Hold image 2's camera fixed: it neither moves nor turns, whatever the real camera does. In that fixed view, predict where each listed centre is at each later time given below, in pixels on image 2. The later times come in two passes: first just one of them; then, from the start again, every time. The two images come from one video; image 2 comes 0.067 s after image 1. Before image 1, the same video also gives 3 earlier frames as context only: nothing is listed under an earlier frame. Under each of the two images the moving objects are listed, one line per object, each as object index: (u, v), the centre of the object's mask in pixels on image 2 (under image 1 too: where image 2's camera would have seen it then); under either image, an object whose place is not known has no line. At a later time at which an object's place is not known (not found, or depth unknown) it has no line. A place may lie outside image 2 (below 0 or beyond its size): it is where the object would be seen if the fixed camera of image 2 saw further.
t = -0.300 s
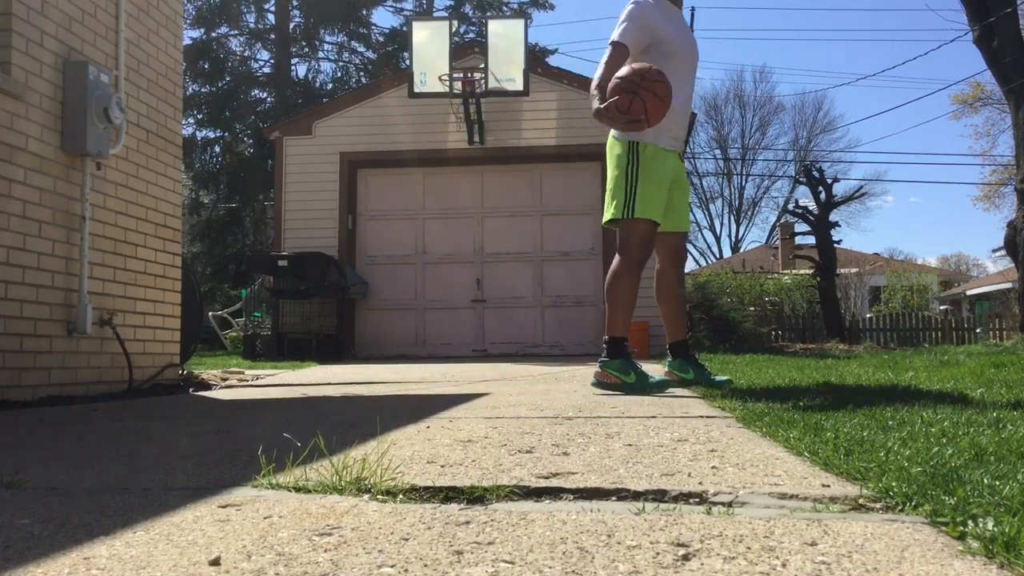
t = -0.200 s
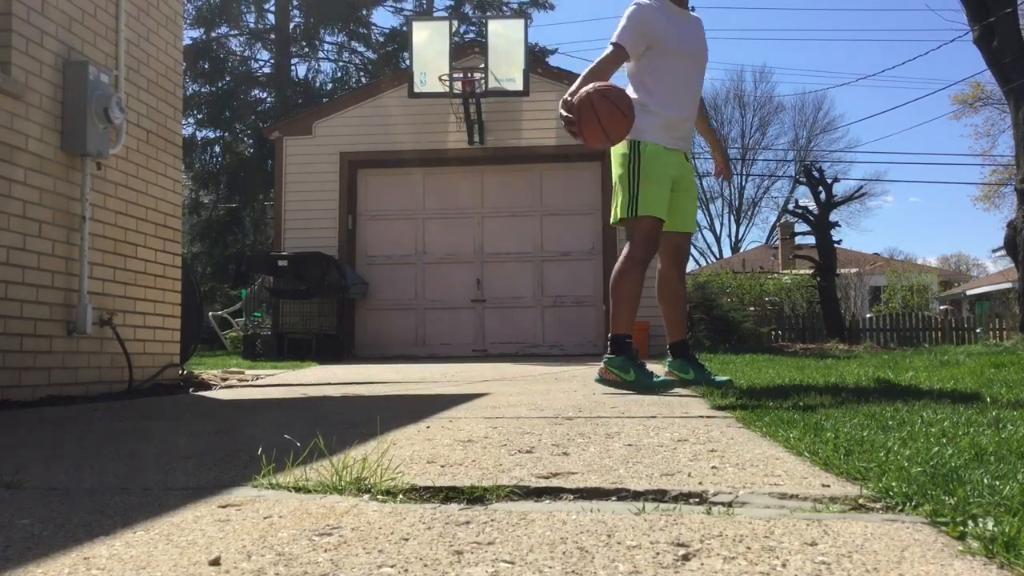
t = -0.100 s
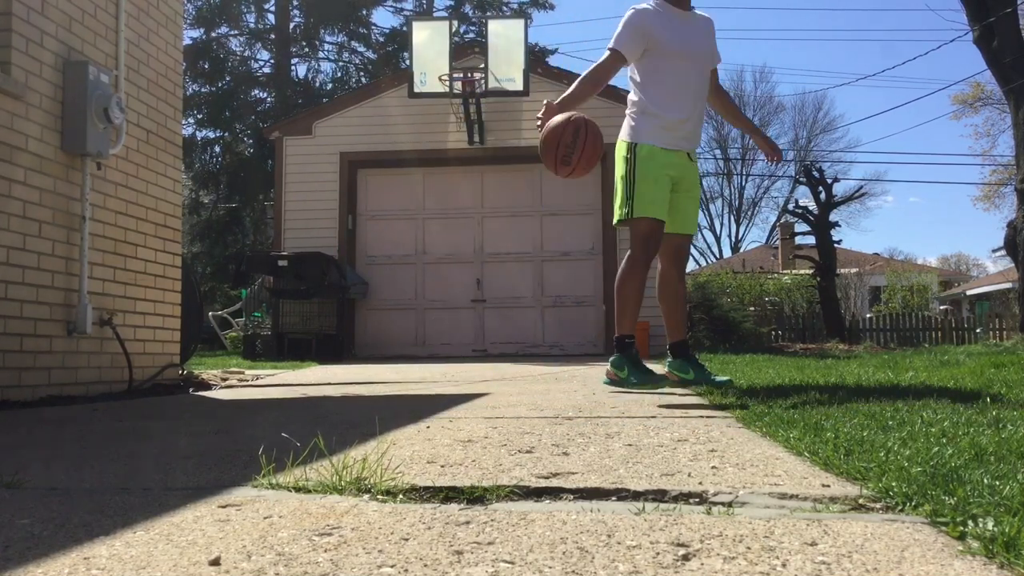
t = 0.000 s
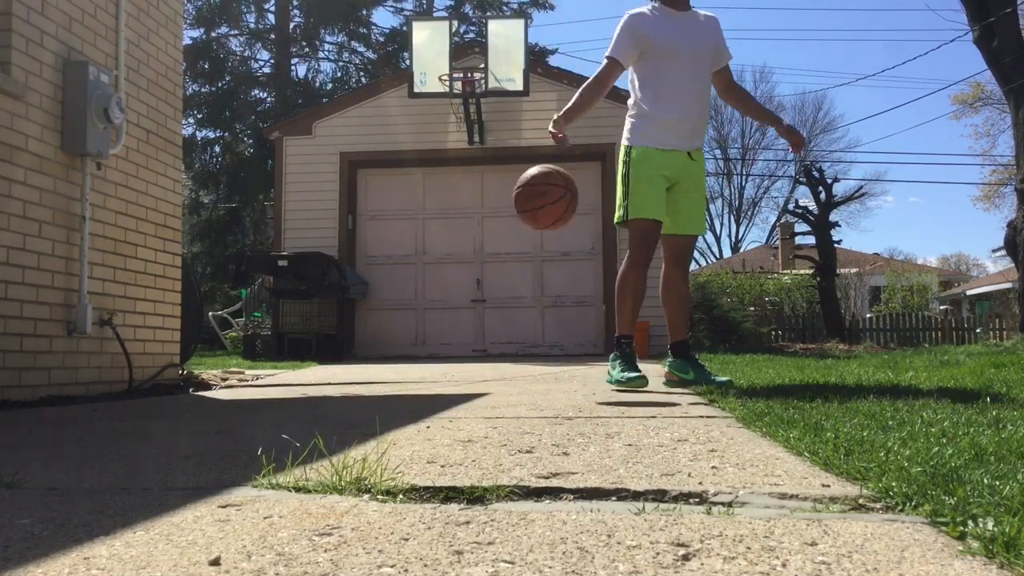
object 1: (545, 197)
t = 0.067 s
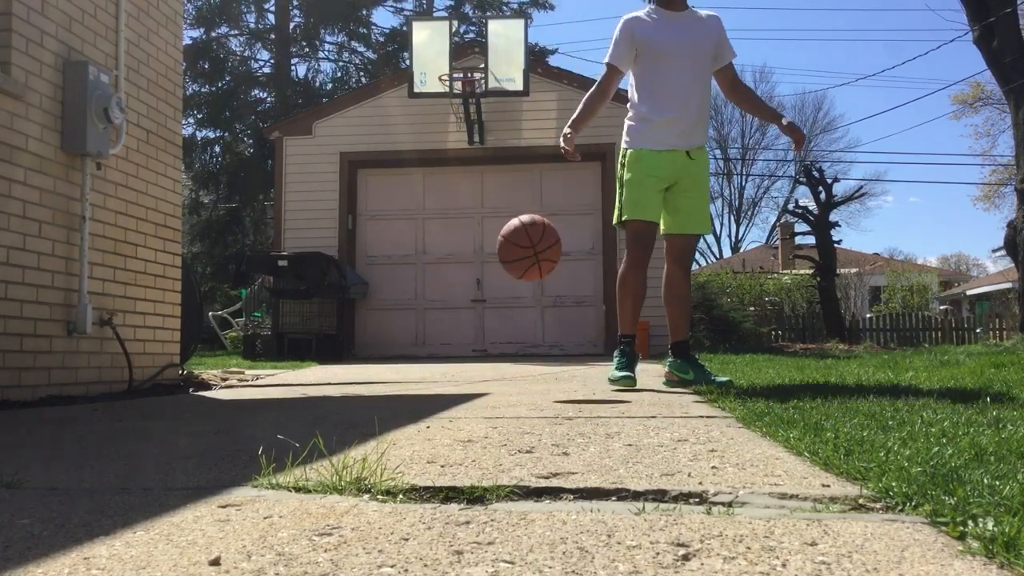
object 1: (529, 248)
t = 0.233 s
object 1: (501, 329)
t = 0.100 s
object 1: (521, 277)
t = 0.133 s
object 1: (512, 311)
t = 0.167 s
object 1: (504, 347)
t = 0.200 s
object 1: (500, 358)
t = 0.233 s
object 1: (501, 329)
